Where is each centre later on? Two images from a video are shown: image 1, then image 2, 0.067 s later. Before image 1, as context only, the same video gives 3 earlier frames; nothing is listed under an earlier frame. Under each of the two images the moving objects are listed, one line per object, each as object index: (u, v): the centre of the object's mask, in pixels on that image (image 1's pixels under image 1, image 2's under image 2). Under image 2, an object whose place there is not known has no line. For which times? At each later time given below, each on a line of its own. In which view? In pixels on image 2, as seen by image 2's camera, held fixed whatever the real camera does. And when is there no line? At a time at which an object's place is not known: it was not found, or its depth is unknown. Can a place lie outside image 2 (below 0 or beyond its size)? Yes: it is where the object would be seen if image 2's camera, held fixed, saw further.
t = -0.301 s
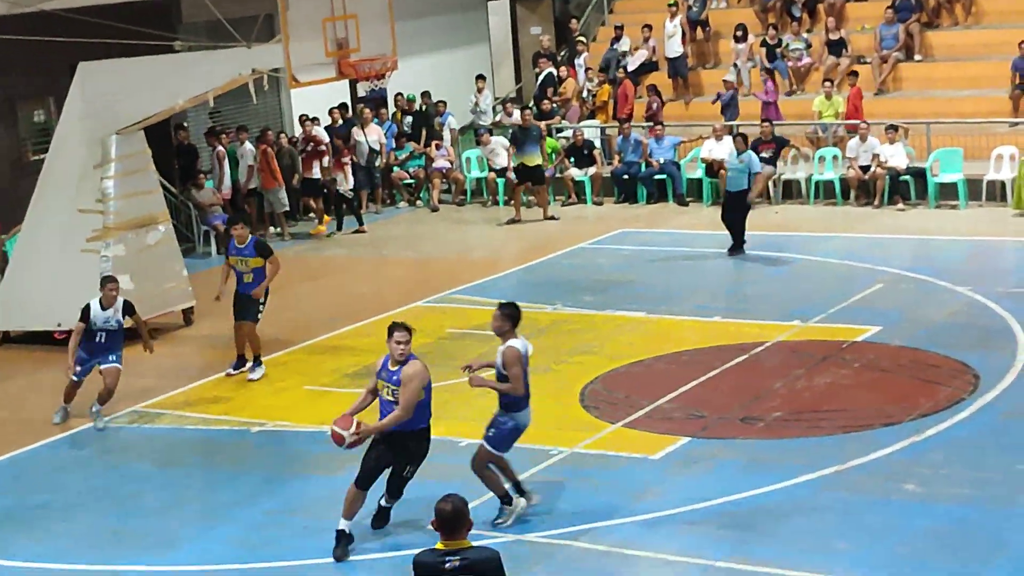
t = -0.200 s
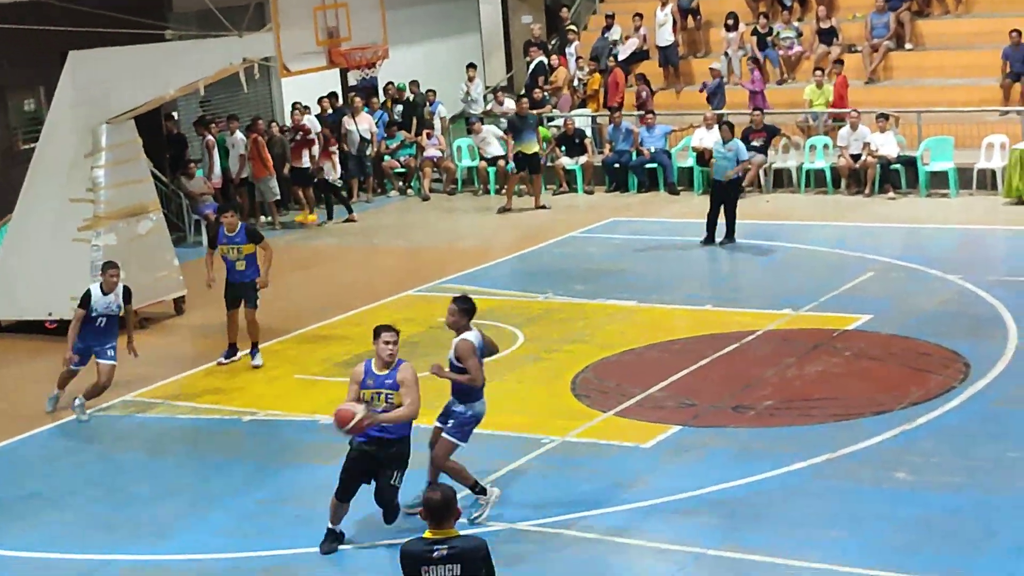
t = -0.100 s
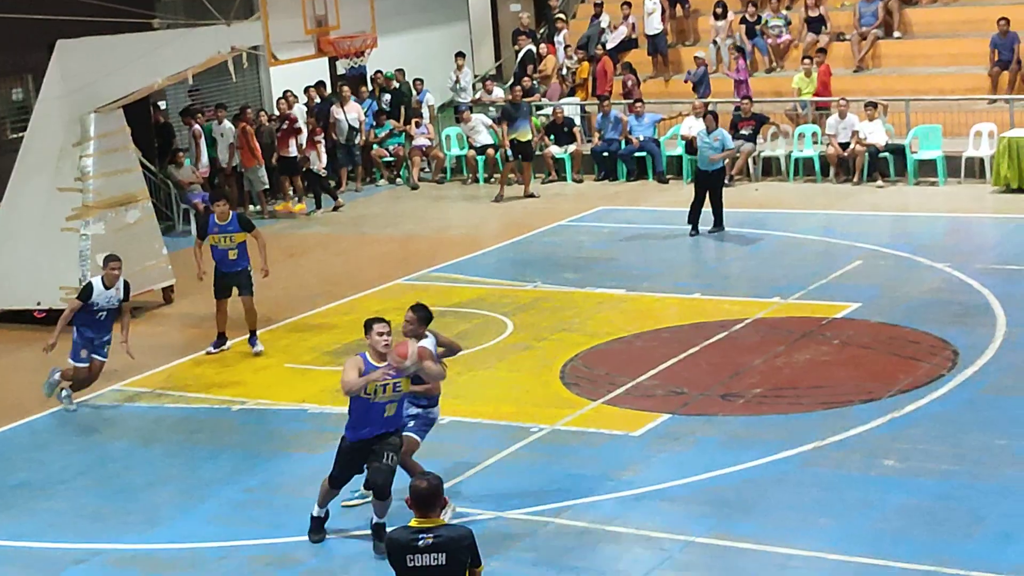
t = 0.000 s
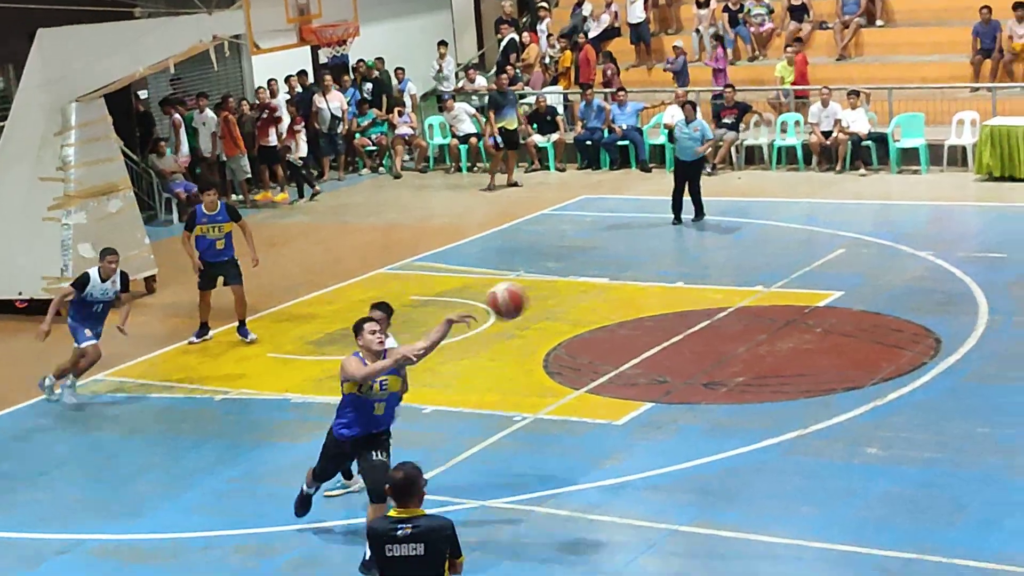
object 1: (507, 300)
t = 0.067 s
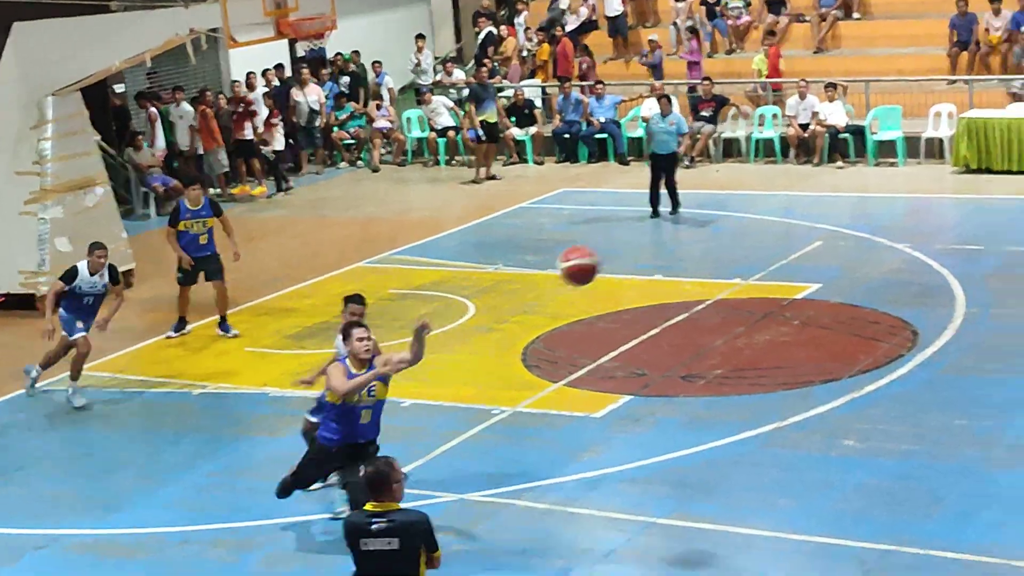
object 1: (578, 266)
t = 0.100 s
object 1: (628, 252)
